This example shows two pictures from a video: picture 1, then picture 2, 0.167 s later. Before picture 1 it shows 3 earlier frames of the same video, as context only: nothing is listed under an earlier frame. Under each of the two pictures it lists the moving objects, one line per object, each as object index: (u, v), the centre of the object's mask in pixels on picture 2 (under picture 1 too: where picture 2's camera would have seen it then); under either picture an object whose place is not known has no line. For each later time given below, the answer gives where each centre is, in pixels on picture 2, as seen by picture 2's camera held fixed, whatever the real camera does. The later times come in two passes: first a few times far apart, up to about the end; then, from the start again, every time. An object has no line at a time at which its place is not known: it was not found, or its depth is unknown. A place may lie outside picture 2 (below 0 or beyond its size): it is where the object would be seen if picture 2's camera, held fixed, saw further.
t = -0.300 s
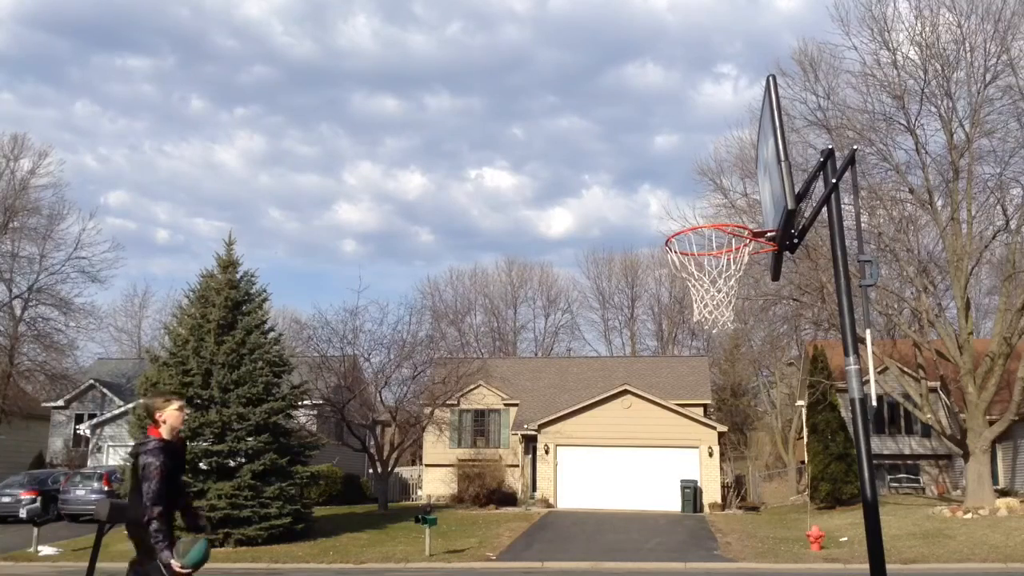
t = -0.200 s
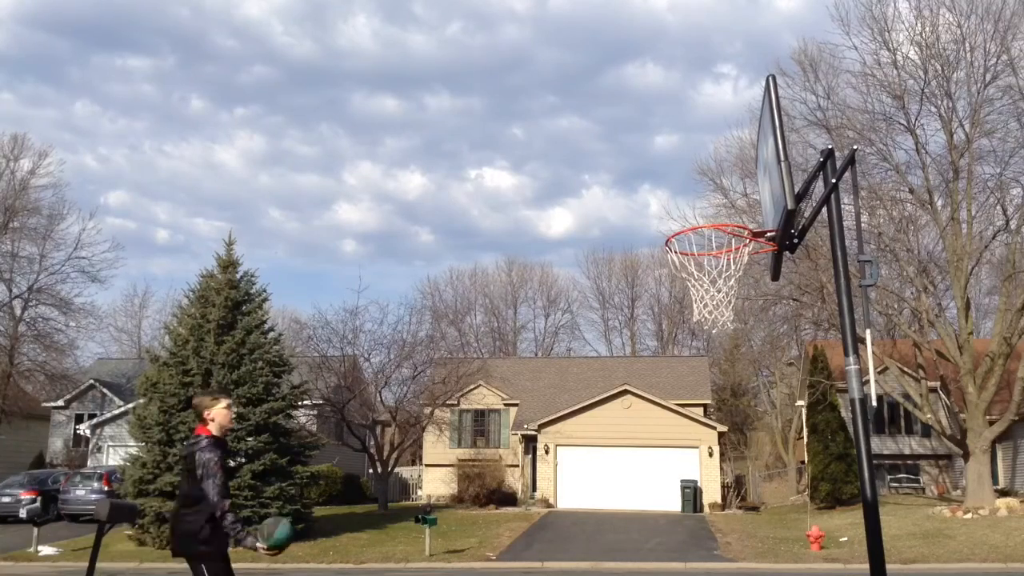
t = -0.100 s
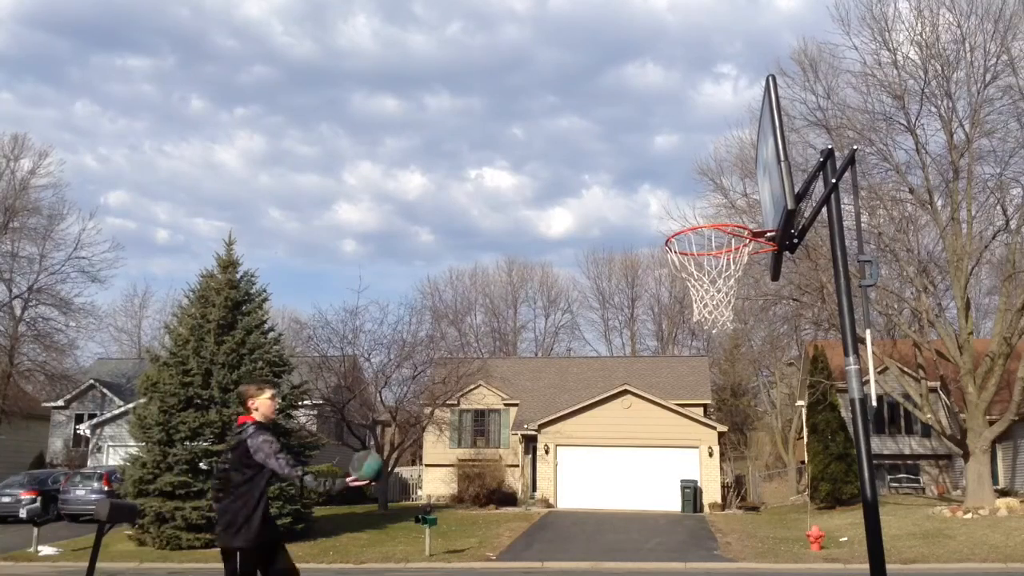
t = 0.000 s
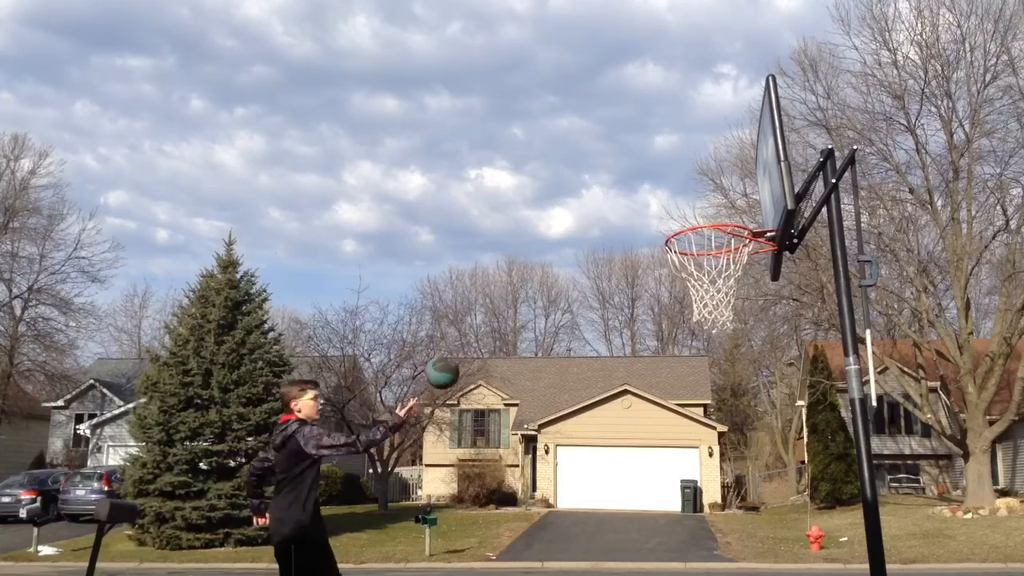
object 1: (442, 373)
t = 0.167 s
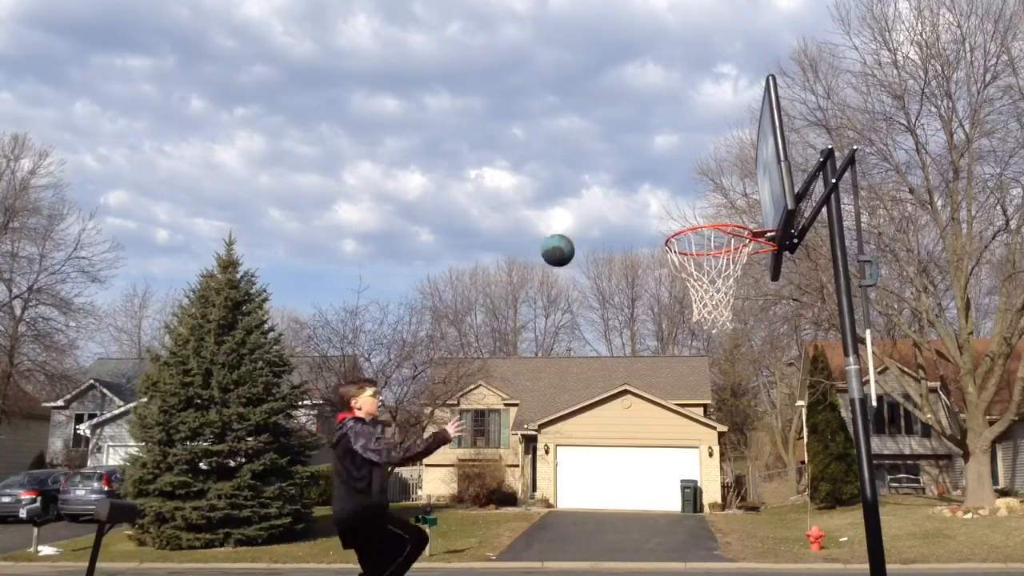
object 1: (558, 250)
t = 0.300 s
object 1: (648, 188)
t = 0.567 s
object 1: (718, 157)
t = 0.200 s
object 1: (580, 232)
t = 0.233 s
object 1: (603, 215)
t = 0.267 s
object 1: (625, 201)
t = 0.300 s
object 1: (648, 188)
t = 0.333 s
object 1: (670, 178)
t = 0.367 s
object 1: (692, 168)
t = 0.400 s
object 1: (715, 161)
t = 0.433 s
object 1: (737, 156)
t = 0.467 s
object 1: (756, 153)
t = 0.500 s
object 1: (744, 152)
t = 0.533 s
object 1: (731, 154)
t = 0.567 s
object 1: (718, 157)
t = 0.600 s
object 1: (706, 162)
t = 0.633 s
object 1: (693, 169)
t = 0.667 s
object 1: (681, 178)
